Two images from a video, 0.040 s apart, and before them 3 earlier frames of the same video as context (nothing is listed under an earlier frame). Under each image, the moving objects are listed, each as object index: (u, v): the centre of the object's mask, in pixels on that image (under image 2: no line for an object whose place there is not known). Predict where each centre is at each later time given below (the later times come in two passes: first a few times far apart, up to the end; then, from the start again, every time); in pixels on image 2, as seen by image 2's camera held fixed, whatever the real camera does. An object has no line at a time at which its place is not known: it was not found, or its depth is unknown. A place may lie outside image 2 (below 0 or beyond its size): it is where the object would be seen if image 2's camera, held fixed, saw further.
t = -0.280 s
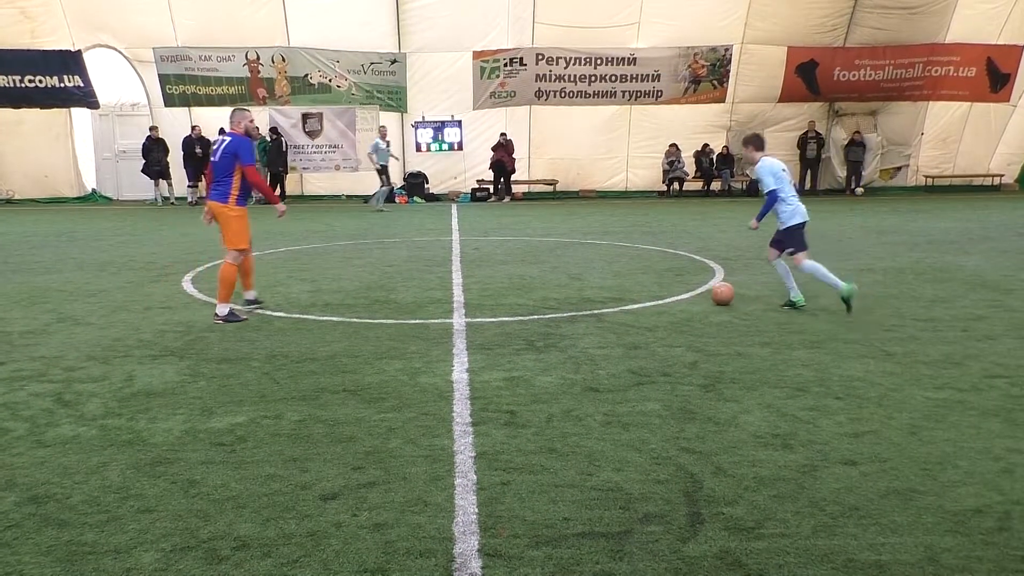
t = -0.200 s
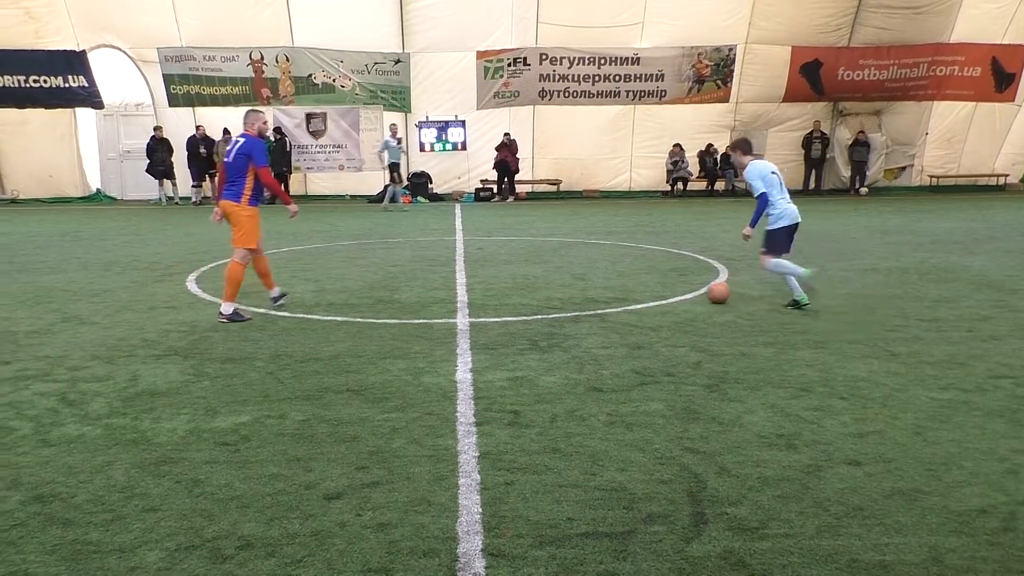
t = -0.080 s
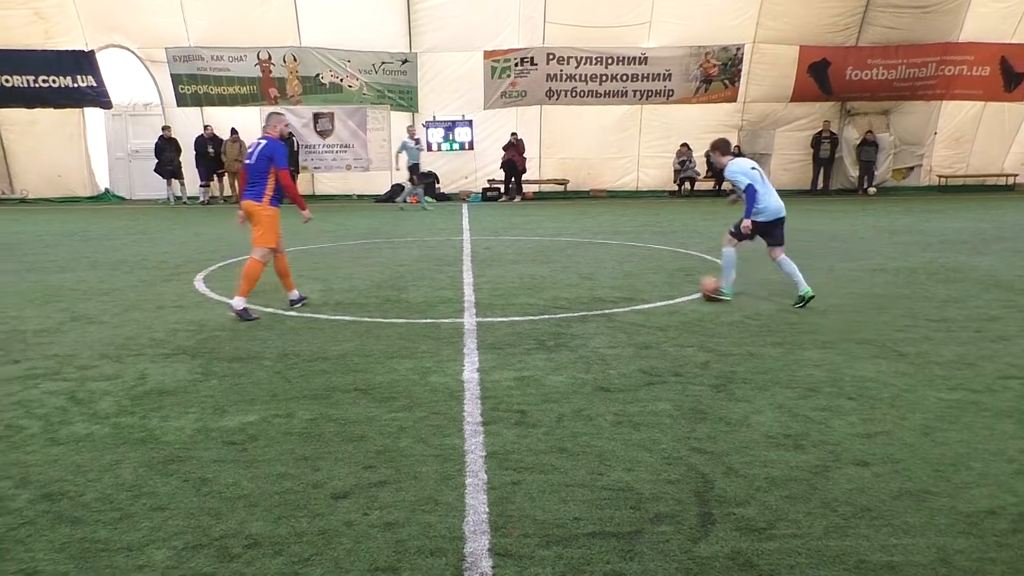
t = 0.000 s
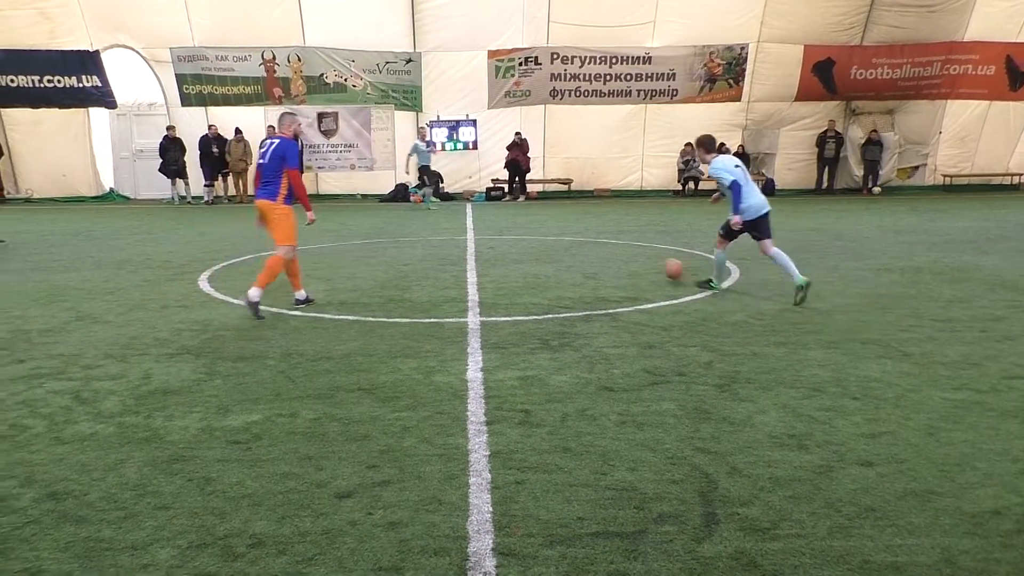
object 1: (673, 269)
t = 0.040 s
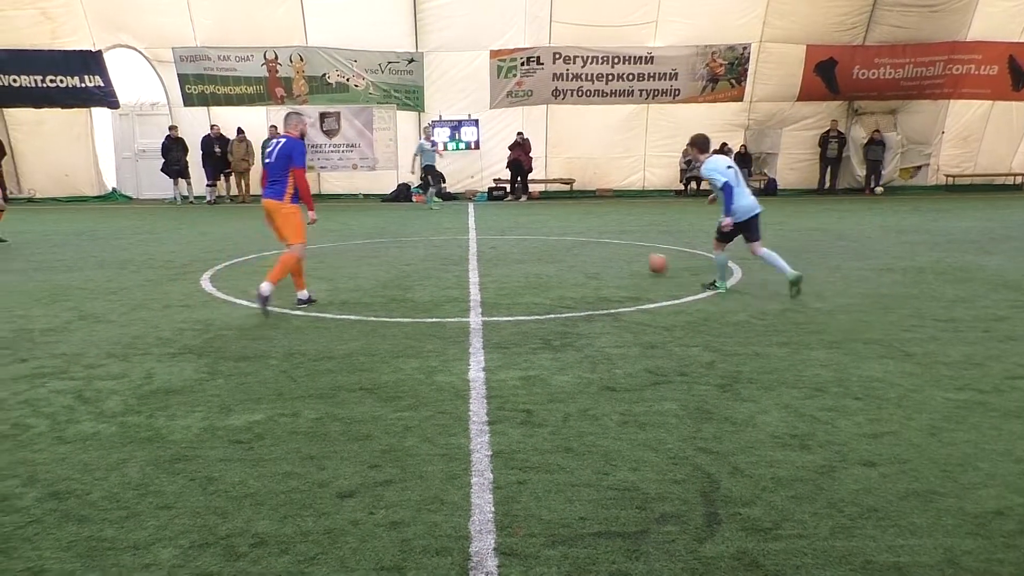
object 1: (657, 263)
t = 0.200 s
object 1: (606, 245)
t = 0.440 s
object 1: (562, 228)
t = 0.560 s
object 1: (548, 222)
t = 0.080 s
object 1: (641, 259)
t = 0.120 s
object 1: (628, 254)
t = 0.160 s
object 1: (617, 249)
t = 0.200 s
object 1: (606, 245)
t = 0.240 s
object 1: (596, 241)
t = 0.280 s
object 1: (589, 238)
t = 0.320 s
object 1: (580, 235)
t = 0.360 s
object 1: (573, 233)
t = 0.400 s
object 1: (568, 230)
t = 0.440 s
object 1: (562, 228)
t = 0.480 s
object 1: (556, 226)
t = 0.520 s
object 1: (552, 224)
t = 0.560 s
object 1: (548, 222)
